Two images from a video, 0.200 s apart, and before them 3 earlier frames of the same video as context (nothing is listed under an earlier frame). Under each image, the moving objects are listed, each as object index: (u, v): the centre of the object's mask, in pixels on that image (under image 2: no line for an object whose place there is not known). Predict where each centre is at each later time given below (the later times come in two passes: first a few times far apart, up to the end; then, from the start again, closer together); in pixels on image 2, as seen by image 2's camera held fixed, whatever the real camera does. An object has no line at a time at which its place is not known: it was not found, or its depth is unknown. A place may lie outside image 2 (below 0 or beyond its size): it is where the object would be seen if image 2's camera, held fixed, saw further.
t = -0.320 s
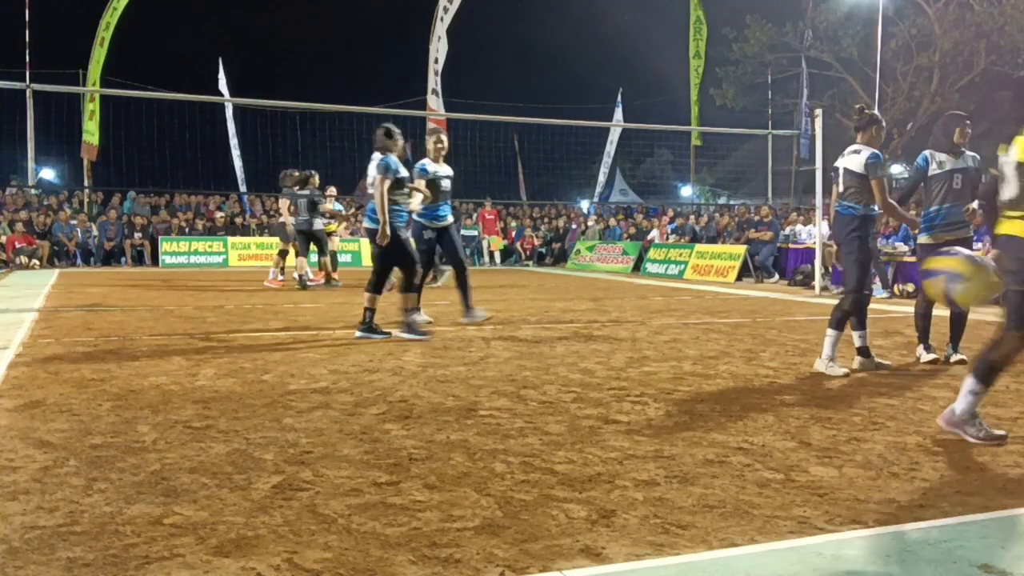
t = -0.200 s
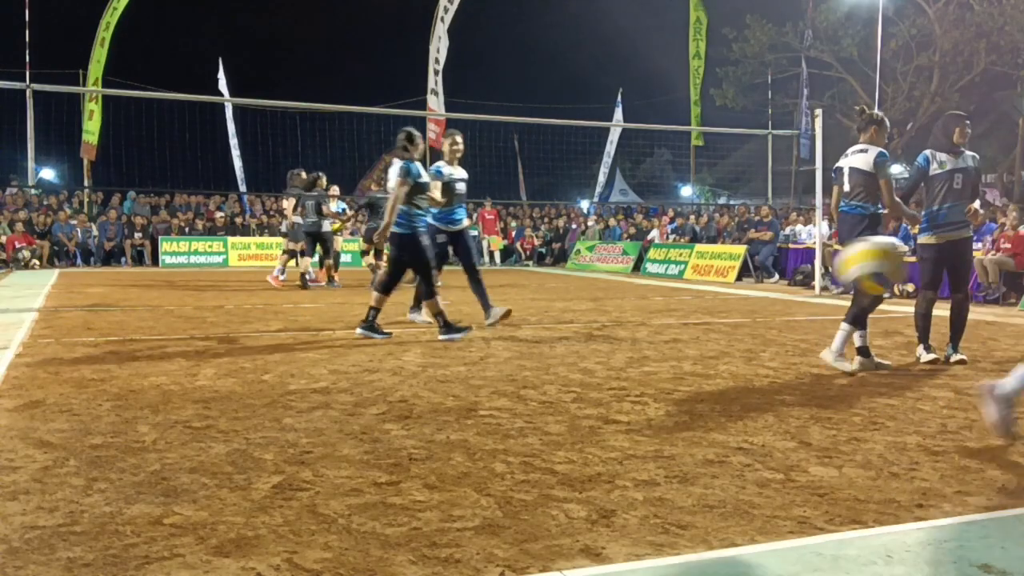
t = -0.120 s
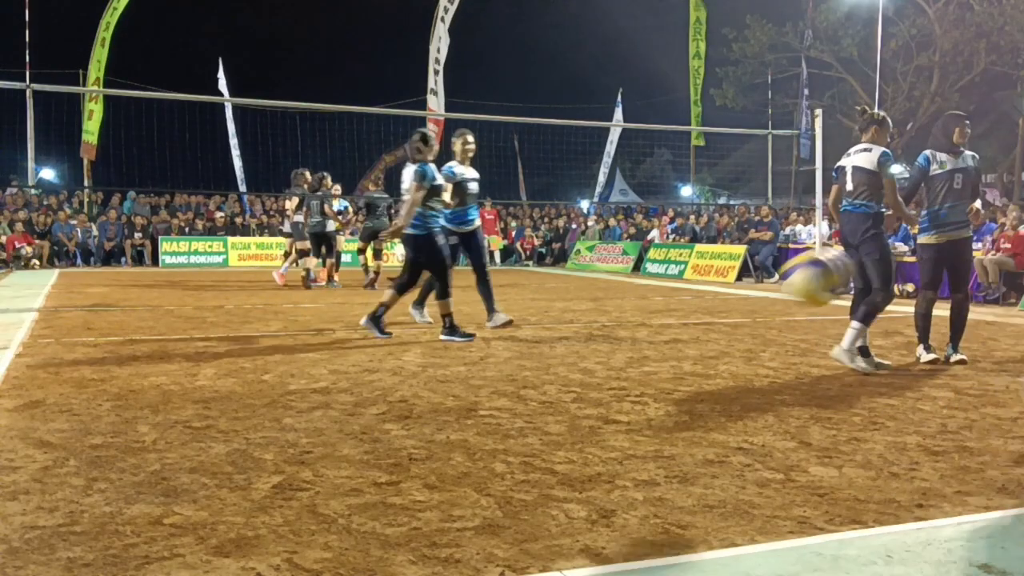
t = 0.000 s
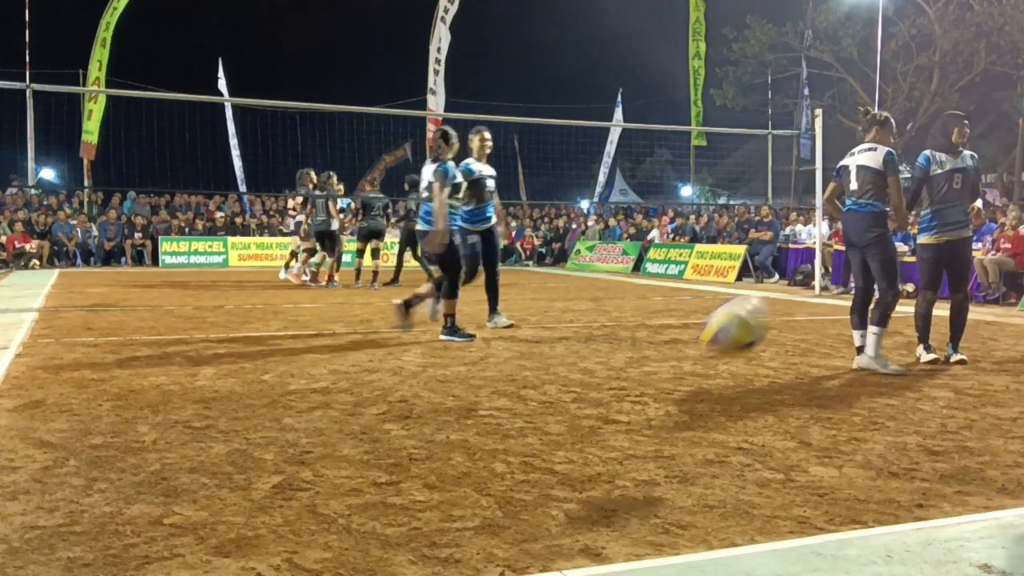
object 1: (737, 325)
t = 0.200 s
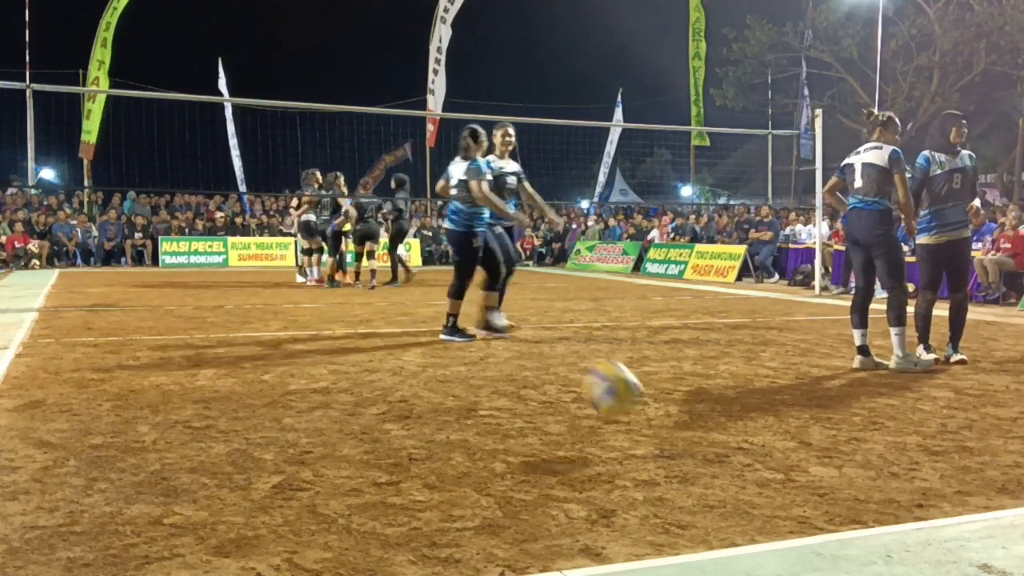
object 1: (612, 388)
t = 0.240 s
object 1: (591, 368)
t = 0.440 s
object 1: (483, 317)
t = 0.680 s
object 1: (369, 375)
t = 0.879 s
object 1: (282, 339)
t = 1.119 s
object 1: (188, 346)
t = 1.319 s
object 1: (115, 353)
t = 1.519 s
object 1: (49, 338)
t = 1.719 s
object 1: (11, 376)
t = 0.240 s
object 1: (591, 368)
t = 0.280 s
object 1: (569, 349)
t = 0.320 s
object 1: (547, 334)
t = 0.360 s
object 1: (526, 324)
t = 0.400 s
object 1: (504, 319)
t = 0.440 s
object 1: (483, 317)
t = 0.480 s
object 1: (466, 319)
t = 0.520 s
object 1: (449, 322)
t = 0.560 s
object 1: (427, 329)
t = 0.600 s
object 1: (407, 342)
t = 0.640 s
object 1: (388, 356)
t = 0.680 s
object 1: (369, 375)
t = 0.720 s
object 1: (352, 393)
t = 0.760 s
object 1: (333, 382)
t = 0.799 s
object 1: (316, 365)
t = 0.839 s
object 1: (300, 351)
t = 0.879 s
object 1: (282, 339)
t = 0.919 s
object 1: (266, 333)
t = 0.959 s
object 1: (250, 329)
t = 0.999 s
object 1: (234, 328)
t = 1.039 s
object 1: (219, 331)
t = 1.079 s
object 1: (203, 338)
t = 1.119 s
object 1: (188, 346)
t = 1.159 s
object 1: (173, 354)
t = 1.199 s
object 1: (158, 373)
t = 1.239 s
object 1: (142, 382)
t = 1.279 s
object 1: (128, 367)
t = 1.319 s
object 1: (115, 353)
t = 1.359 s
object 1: (100, 344)
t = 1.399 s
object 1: (87, 338)
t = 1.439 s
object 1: (74, 334)
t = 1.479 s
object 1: (61, 335)
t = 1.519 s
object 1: (49, 338)
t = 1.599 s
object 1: (26, 353)
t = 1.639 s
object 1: (17, 365)
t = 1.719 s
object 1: (11, 376)
